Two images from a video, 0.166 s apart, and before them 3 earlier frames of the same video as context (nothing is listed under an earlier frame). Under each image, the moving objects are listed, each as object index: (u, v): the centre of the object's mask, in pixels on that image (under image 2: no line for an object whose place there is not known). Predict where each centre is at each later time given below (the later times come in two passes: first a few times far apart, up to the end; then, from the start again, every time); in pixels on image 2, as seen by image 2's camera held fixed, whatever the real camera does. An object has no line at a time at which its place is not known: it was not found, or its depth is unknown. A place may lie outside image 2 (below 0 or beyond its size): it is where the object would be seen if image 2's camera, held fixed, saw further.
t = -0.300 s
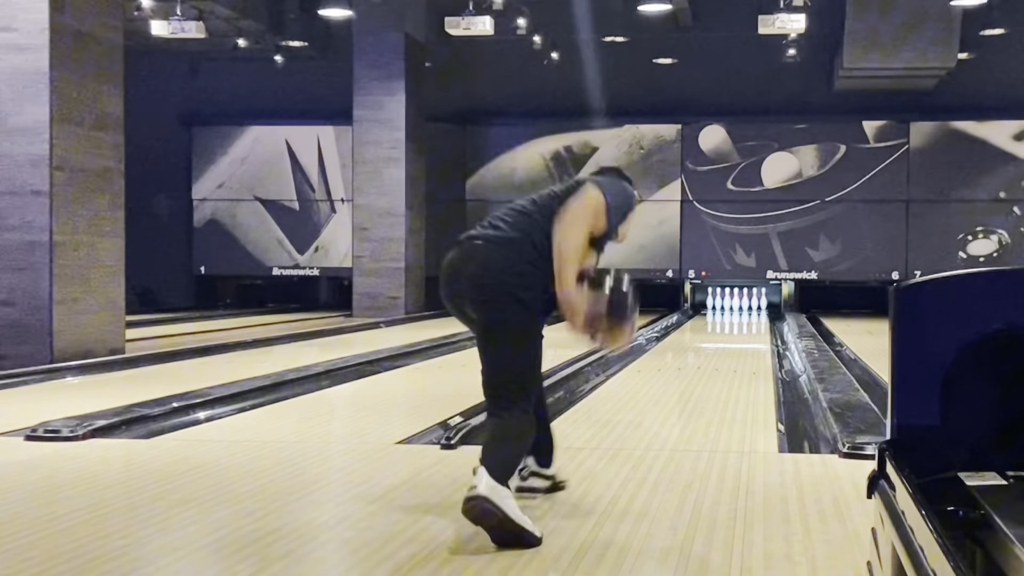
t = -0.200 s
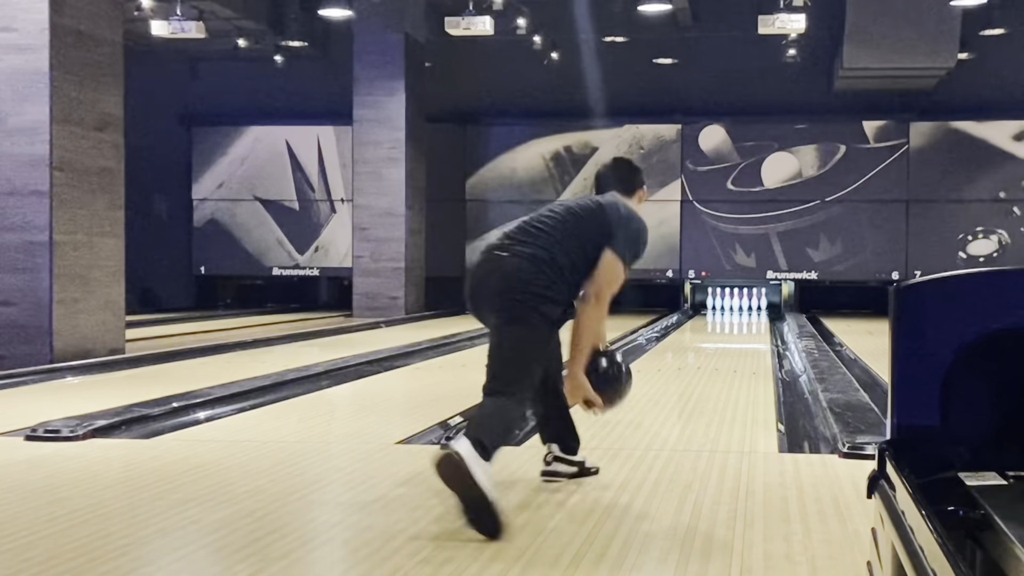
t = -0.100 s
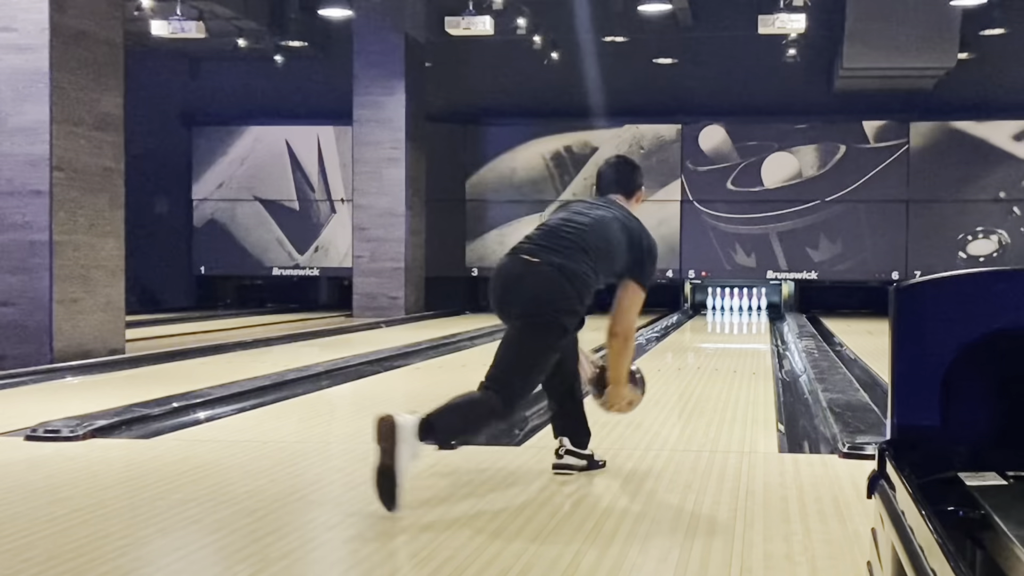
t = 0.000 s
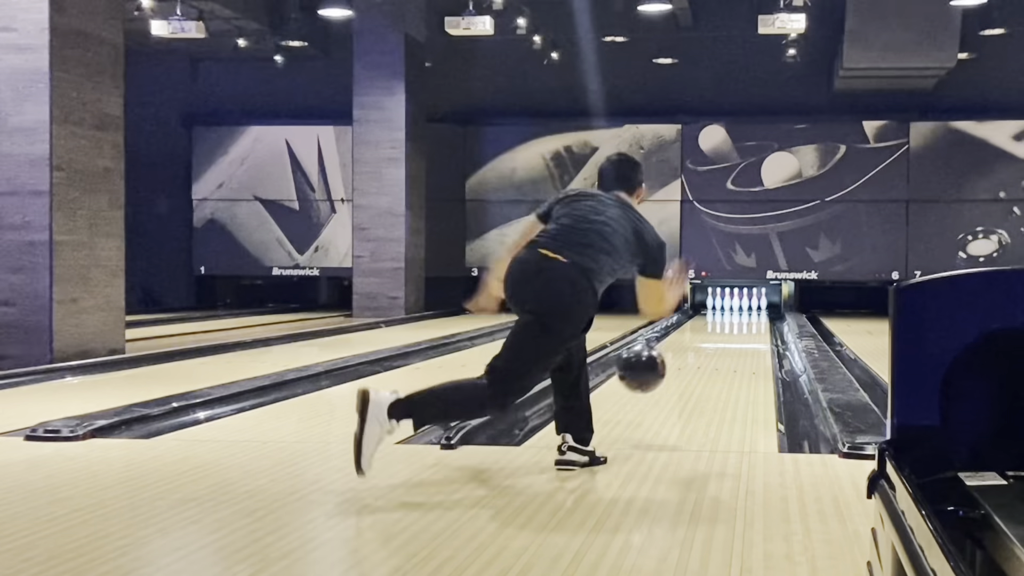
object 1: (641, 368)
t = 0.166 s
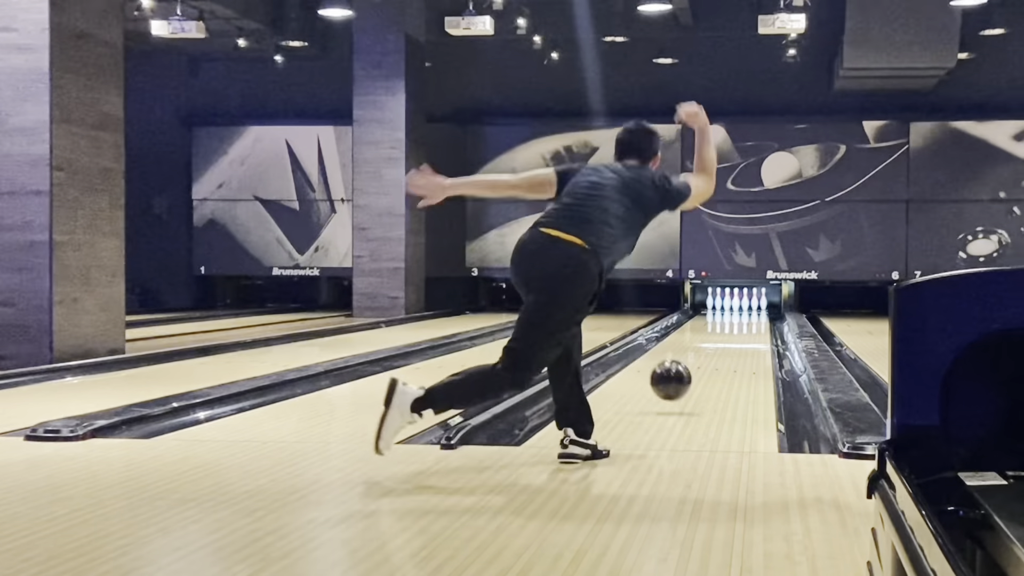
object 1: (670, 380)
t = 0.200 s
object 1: (675, 387)
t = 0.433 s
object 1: (701, 365)
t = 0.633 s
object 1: (717, 353)
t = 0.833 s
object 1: (728, 343)
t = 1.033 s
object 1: (737, 335)
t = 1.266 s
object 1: (744, 328)
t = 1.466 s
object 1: (748, 322)
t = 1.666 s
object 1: (751, 318)
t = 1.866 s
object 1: (753, 315)
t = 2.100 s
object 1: (753, 311)
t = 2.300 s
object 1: (749, 309)
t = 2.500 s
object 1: (744, 307)
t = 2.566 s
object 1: (743, 306)
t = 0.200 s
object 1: (675, 387)
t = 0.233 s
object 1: (680, 382)
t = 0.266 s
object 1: (684, 378)
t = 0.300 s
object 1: (688, 374)
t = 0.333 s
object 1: (692, 374)
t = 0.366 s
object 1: (695, 371)
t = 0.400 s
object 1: (699, 369)
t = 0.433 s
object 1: (701, 365)
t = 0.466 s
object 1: (704, 363)
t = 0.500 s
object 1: (707, 361)
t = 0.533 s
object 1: (710, 359)
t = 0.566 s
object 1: (712, 356)
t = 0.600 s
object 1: (714, 354)
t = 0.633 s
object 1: (717, 353)
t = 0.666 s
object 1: (719, 351)
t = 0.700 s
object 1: (721, 349)
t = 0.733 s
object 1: (723, 348)
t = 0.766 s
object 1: (725, 346)
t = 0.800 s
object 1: (726, 344)
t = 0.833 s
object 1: (728, 343)
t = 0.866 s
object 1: (730, 342)
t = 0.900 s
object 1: (731, 340)
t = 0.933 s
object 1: (733, 339)
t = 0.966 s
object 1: (734, 338)
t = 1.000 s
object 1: (735, 337)
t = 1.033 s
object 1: (737, 335)
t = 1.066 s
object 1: (738, 334)
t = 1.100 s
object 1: (739, 333)
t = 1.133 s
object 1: (740, 332)
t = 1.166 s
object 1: (741, 331)
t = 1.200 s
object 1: (742, 330)
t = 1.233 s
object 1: (743, 329)
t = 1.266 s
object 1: (744, 328)
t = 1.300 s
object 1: (744, 327)
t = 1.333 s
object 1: (745, 326)
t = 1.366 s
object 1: (746, 325)
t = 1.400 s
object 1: (747, 324)
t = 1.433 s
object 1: (748, 323)
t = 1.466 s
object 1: (748, 322)
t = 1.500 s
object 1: (749, 322)
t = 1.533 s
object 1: (750, 321)
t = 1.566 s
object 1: (750, 320)
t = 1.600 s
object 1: (751, 319)
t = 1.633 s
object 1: (751, 319)
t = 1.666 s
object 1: (751, 318)
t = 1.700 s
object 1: (752, 318)
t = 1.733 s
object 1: (752, 317)
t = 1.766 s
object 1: (752, 317)
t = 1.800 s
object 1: (752, 316)
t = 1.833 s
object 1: (753, 315)
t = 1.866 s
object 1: (753, 315)
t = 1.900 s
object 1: (753, 314)
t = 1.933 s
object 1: (753, 313)
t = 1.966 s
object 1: (753, 313)
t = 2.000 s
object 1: (753, 313)
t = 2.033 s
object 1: (753, 312)
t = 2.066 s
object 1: (753, 312)
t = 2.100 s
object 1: (753, 311)
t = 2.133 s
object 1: (752, 310)
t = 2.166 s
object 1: (752, 310)
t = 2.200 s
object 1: (751, 310)
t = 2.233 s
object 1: (750, 309)
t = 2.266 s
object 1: (749, 309)
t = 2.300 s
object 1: (749, 309)
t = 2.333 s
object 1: (748, 308)
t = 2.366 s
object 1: (747, 308)
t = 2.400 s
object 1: (746, 308)
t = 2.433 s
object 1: (746, 307)
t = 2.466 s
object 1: (745, 307)
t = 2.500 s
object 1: (744, 307)
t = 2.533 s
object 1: (743, 306)
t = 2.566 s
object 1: (743, 306)
